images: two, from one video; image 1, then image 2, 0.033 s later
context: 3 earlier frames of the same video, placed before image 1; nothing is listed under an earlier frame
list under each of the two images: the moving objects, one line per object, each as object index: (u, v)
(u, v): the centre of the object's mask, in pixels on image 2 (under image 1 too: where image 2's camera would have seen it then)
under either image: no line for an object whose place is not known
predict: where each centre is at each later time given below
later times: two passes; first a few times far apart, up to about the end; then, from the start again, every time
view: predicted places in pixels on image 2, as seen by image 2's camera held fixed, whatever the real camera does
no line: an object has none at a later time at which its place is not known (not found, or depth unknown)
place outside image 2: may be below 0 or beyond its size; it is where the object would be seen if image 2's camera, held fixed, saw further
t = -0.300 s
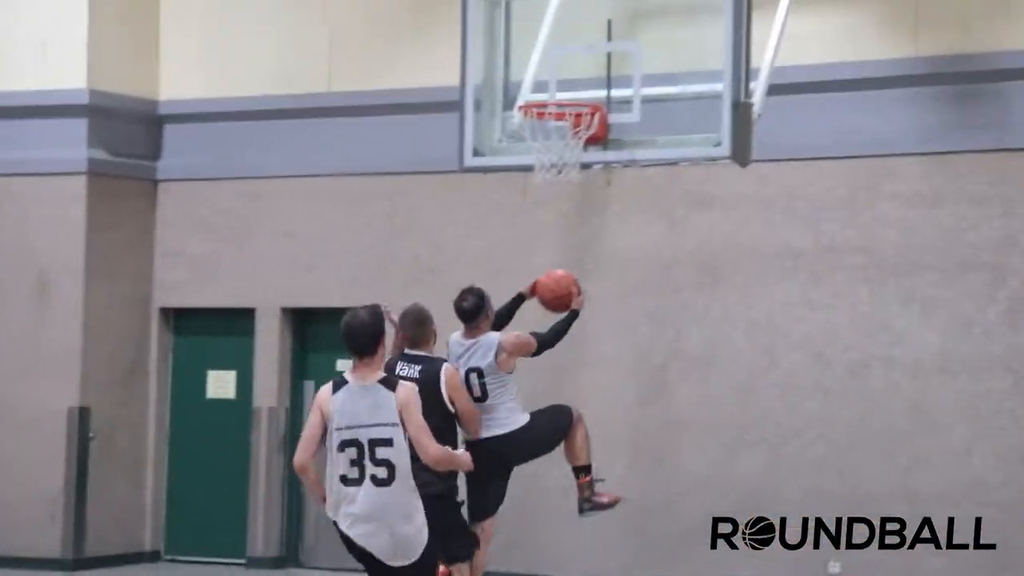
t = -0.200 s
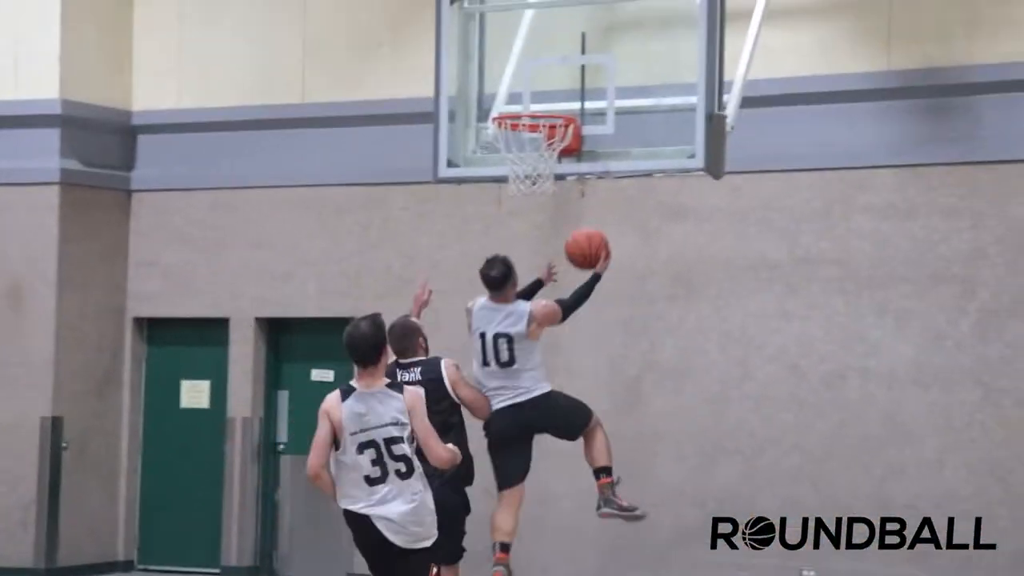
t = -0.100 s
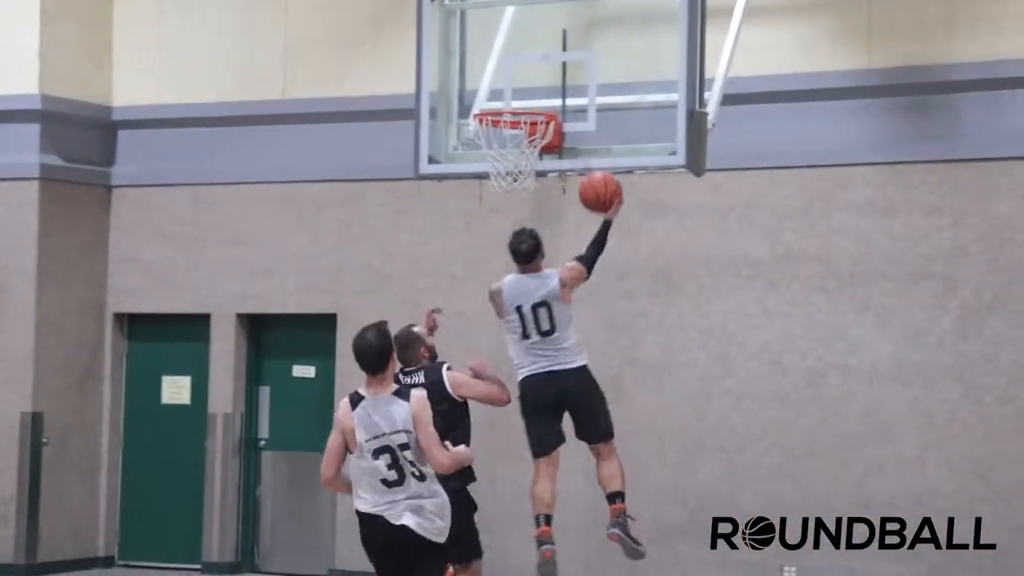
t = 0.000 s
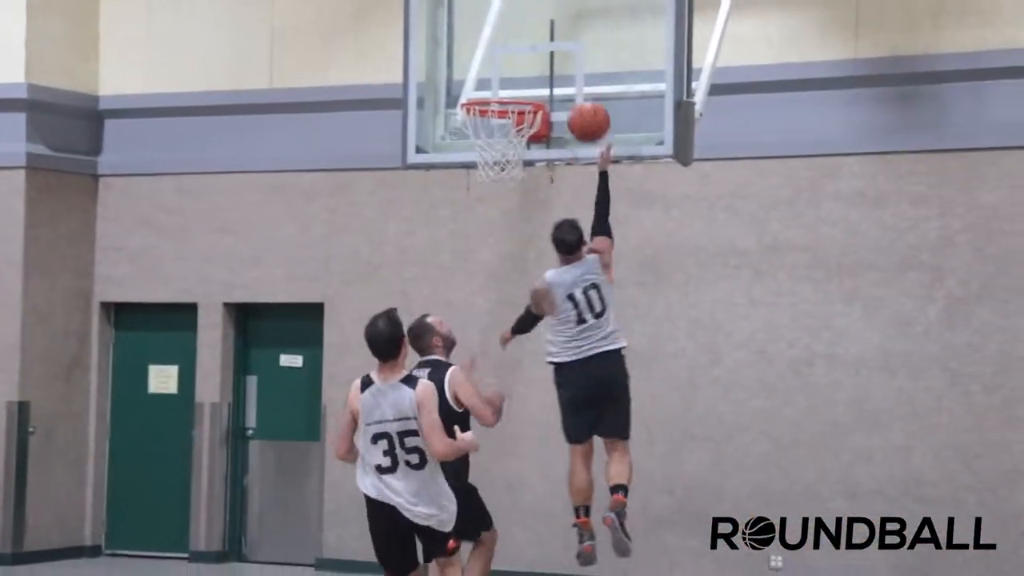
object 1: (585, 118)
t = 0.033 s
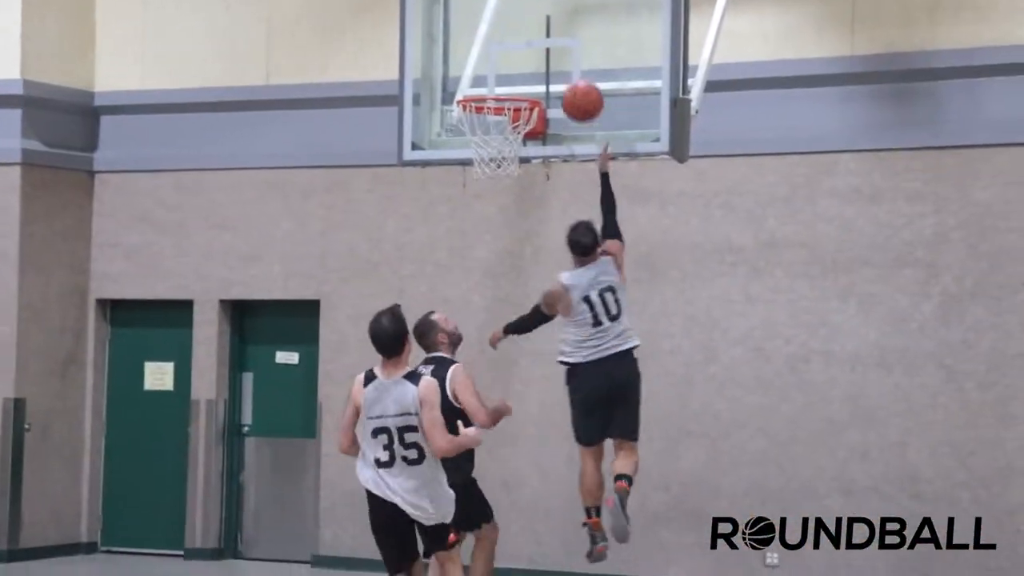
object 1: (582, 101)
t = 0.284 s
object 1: (554, 40)
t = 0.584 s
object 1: (488, 87)
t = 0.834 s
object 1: (512, 232)
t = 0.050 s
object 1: (581, 93)
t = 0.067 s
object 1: (580, 86)
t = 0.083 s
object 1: (579, 79)
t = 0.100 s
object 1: (577, 72)
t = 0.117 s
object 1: (576, 66)
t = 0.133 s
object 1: (575, 61)
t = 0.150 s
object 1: (574, 56)
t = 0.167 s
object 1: (572, 51)
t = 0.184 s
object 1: (571, 47)
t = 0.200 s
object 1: (570, 44)
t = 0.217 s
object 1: (568, 40)
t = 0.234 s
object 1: (565, 40)
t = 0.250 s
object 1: (561, 40)
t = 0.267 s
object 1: (558, 40)
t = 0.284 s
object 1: (554, 40)
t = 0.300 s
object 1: (550, 40)
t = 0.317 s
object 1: (547, 40)
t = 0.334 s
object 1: (544, 41)
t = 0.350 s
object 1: (540, 42)
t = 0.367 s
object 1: (536, 43)
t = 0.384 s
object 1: (533, 44)
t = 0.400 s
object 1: (529, 45)
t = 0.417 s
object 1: (525, 46)
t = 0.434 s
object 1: (522, 48)
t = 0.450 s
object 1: (518, 51)
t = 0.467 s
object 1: (515, 53)
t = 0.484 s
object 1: (511, 57)
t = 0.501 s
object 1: (507, 62)
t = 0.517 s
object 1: (504, 67)
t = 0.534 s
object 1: (500, 73)
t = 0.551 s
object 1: (496, 79)
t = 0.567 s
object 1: (493, 83)
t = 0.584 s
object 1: (488, 87)
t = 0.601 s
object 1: (486, 103)
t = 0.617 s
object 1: (486, 111)
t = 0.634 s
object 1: (487, 120)
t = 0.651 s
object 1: (489, 124)
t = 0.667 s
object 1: (492, 130)
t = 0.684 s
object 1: (494, 141)
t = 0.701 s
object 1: (496, 149)
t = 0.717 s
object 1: (499, 158)
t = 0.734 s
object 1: (499, 170)
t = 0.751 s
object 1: (503, 183)
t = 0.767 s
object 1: (505, 188)
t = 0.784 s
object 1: (507, 197)
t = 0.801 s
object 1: (509, 208)
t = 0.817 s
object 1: (511, 220)
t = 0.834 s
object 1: (512, 232)
